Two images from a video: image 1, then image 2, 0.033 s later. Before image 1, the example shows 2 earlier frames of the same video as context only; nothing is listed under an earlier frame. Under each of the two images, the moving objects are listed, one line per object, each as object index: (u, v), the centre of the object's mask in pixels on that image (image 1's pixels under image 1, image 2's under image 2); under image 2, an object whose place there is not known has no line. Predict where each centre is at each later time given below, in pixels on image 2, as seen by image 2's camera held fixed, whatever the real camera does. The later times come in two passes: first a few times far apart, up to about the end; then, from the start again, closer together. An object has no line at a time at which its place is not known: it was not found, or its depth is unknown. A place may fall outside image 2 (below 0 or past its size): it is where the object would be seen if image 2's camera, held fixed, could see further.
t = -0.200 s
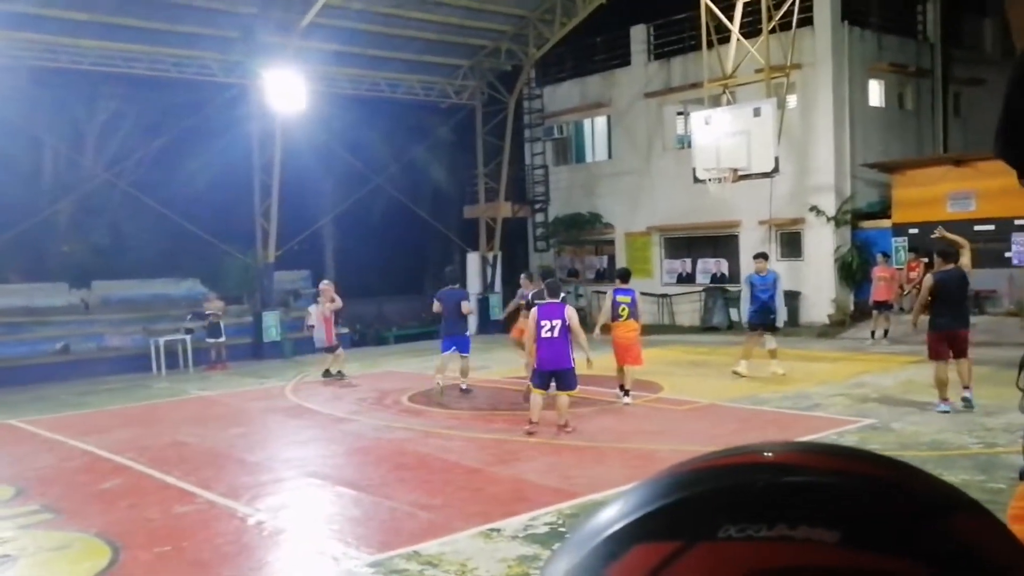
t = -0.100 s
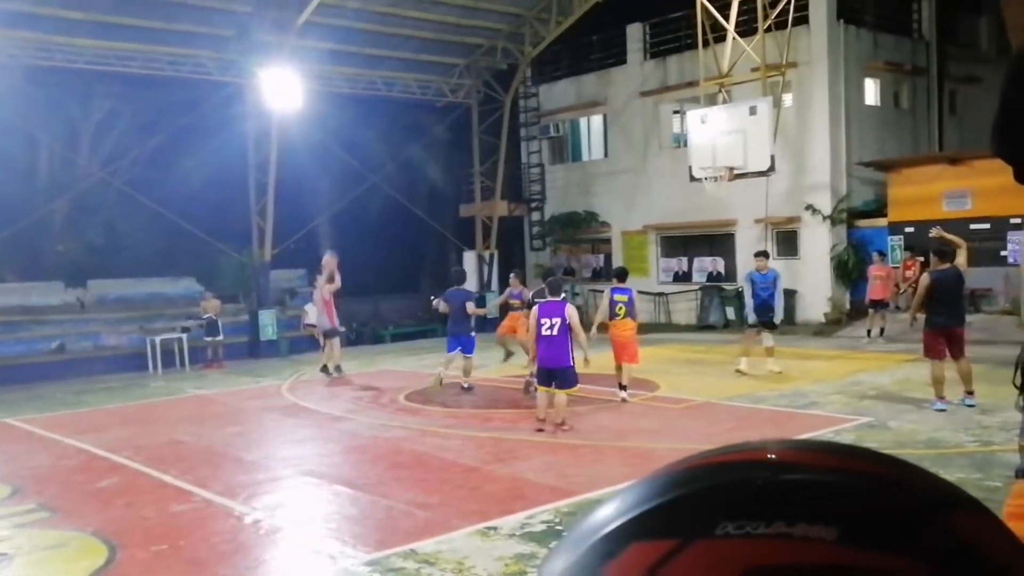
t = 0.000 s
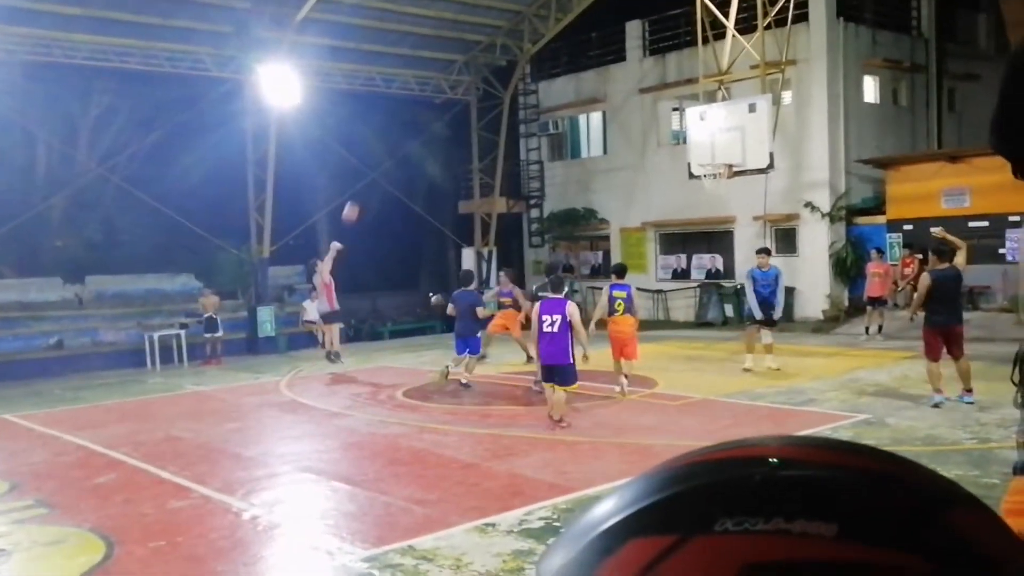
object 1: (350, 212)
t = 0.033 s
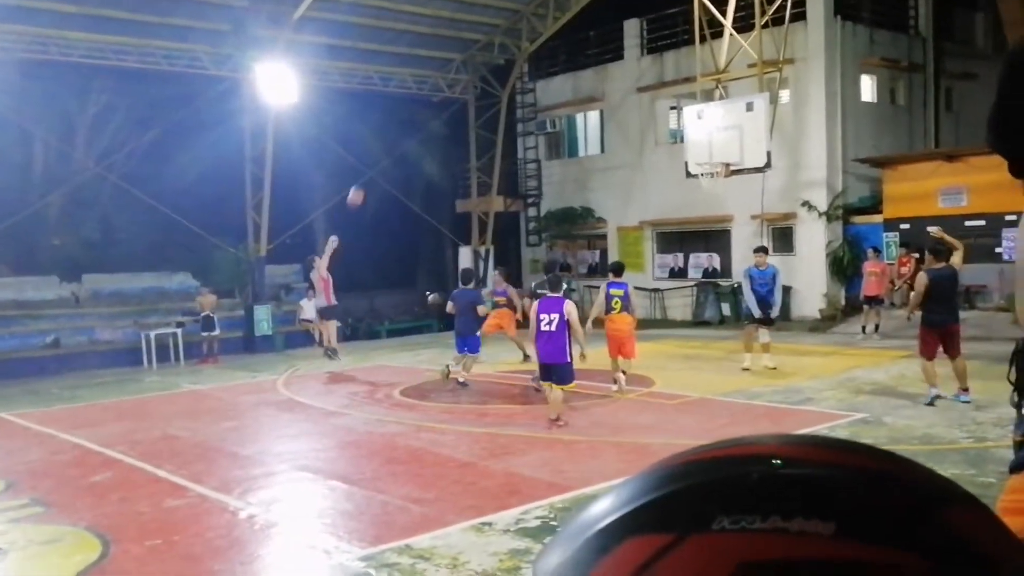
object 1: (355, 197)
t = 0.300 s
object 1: (422, 107)
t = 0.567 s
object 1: (490, 59)
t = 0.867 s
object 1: (566, 59)
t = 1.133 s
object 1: (634, 104)
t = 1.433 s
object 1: (709, 209)
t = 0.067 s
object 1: (363, 183)
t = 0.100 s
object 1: (372, 171)
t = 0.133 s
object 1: (380, 158)
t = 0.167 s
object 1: (389, 147)
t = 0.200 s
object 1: (397, 136)
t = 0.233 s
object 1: (405, 125)
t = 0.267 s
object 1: (413, 115)
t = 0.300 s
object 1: (422, 107)
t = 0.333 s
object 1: (430, 99)
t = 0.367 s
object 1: (438, 91)
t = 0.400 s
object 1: (447, 84)
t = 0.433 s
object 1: (456, 78)
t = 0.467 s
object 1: (463, 72)
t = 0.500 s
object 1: (472, 67)
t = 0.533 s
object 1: (481, 63)
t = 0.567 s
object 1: (490, 59)
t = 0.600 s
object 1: (498, 57)
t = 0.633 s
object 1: (506, 55)
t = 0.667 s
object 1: (515, 54)
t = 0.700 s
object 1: (523, 53)
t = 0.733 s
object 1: (531, 53)
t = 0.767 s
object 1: (540, 53)
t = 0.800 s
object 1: (549, 55)
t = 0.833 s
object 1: (558, 57)
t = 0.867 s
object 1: (566, 59)
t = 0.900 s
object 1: (574, 63)
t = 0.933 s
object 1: (584, 66)
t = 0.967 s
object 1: (591, 71)
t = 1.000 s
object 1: (601, 75)
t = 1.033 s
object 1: (609, 82)
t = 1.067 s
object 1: (618, 90)
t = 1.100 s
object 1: (626, 95)
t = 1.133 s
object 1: (634, 104)
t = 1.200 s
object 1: (651, 123)
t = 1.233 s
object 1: (661, 134)
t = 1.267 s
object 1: (668, 144)
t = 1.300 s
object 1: (676, 154)
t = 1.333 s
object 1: (685, 170)
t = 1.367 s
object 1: (693, 181)
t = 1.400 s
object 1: (700, 194)
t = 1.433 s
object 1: (709, 209)
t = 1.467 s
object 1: (718, 223)
